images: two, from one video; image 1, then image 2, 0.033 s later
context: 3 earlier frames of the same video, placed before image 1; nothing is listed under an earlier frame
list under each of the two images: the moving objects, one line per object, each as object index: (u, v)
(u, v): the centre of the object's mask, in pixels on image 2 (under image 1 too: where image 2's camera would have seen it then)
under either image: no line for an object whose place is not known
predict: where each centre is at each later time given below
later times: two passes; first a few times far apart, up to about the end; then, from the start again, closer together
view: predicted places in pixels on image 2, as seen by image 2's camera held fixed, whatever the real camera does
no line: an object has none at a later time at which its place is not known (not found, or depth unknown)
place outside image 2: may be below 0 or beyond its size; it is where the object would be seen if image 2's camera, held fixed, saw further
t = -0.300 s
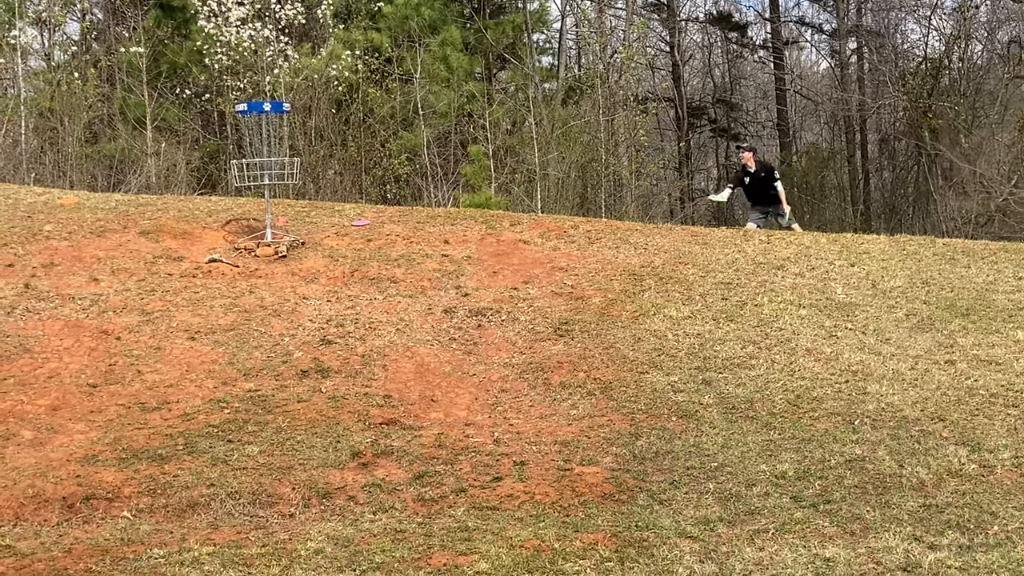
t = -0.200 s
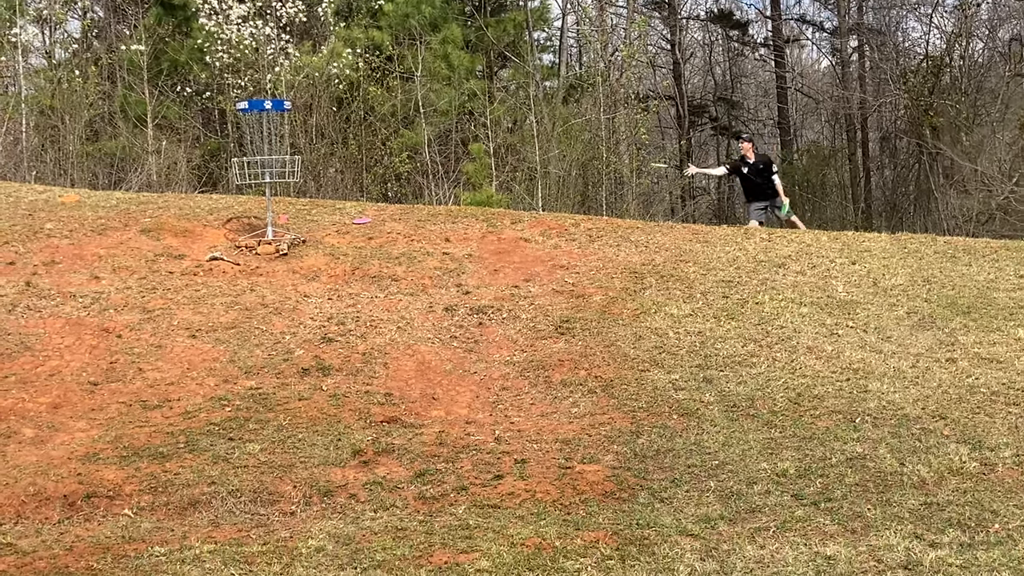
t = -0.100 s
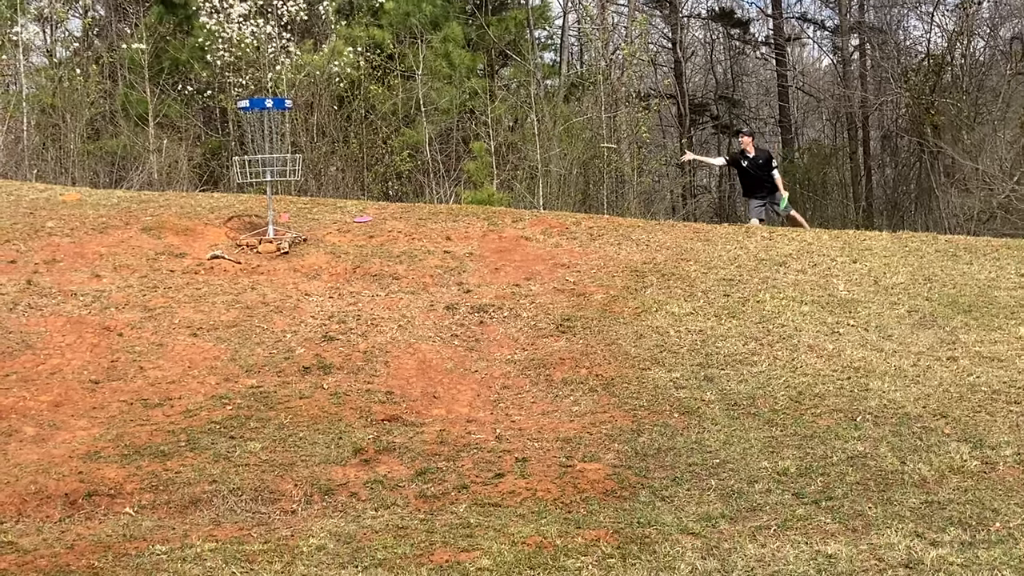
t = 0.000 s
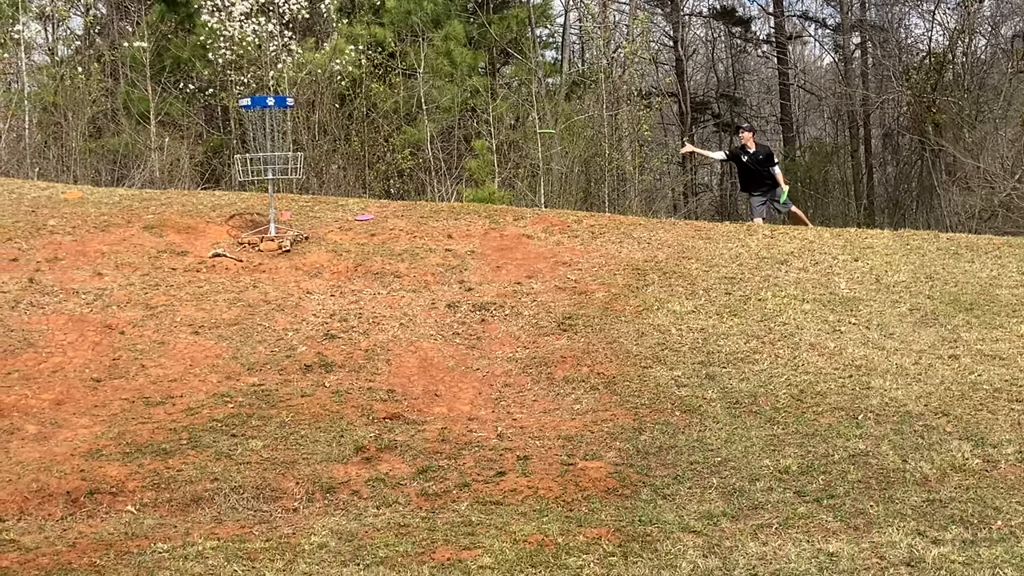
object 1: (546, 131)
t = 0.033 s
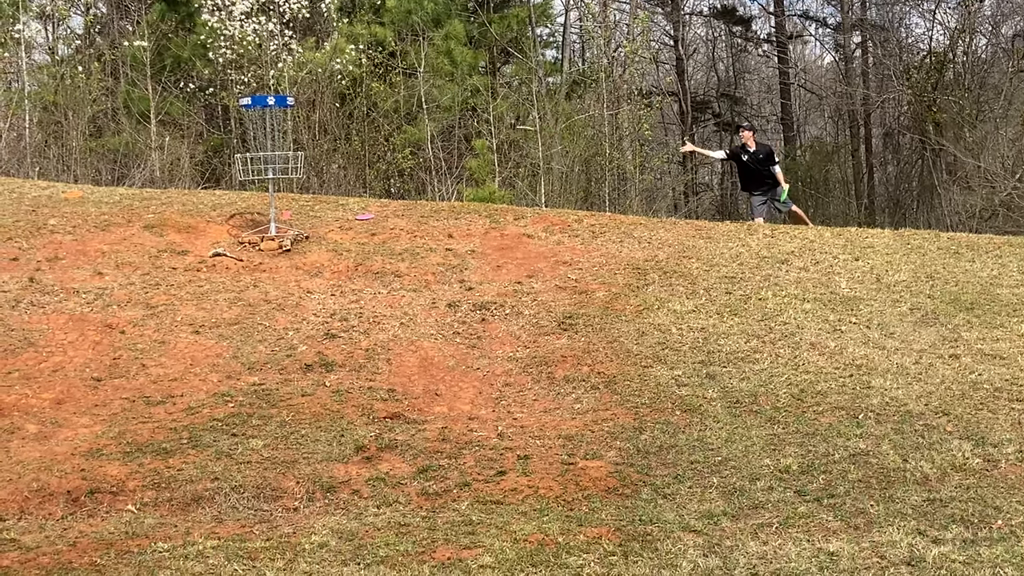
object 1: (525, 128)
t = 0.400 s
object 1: (289, 128)
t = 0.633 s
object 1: (260, 144)
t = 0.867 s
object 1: (262, 164)
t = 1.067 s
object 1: (264, 174)
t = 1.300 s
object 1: (264, 176)
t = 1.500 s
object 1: (265, 176)
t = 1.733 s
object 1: (265, 176)
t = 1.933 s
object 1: (265, 176)
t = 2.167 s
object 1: (265, 176)
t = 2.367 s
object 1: (265, 176)
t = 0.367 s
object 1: (302, 127)
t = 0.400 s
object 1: (289, 128)
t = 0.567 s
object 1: (267, 137)
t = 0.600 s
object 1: (263, 140)
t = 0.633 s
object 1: (260, 144)
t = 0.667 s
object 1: (259, 146)
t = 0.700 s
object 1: (258, 149)
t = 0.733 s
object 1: (258, 150)
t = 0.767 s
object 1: (258, 153)
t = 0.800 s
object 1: (259, 157)
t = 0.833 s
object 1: (260, 159)
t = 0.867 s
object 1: (262, 164)
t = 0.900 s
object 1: (262, 168)
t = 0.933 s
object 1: (263, 170)
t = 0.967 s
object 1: (263, 172)
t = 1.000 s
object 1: (264, 173)
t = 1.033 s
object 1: (265, 174)
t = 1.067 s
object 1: (264, 174)
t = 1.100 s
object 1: (265, 174)
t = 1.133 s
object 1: (264, 174)
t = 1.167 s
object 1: (264, 173)
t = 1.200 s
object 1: (265, 174)
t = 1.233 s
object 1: (266, 175)
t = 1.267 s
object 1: (264, 175)
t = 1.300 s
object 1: (264, 176)
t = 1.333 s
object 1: (266, 175)
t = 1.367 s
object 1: (266, 175)
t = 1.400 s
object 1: (266, 175)
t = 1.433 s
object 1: (266, 176)
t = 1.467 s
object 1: (266, 176)
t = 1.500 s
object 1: (265, 176)
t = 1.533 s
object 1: (265, 176)
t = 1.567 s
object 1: (265, 176)
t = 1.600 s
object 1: (265, 176)
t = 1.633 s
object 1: (265, 176)
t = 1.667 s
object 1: (265, 176)
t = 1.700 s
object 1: (265, 176)
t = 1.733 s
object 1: (265, 176)
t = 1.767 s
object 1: (265, 176)
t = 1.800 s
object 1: (265, 176)
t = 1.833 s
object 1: (265, 176)
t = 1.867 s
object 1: (265, 177)
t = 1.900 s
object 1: (265, 177)
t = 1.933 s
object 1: (265, 176)
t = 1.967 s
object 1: (265, 177)
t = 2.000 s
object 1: (265, 176)
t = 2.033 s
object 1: (265, 176)
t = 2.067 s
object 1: (265, 176)
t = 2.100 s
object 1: (265, 176)
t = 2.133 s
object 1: (265, 176)
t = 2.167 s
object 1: (265, 176)
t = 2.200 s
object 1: (265, 176)
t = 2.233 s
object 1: (265, 176)
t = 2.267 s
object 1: (265, 176)
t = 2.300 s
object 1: (265, 176)
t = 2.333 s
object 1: (265, 176)
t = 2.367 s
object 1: (265, 176)
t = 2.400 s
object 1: (265, 176)
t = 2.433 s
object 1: (264, 176)
